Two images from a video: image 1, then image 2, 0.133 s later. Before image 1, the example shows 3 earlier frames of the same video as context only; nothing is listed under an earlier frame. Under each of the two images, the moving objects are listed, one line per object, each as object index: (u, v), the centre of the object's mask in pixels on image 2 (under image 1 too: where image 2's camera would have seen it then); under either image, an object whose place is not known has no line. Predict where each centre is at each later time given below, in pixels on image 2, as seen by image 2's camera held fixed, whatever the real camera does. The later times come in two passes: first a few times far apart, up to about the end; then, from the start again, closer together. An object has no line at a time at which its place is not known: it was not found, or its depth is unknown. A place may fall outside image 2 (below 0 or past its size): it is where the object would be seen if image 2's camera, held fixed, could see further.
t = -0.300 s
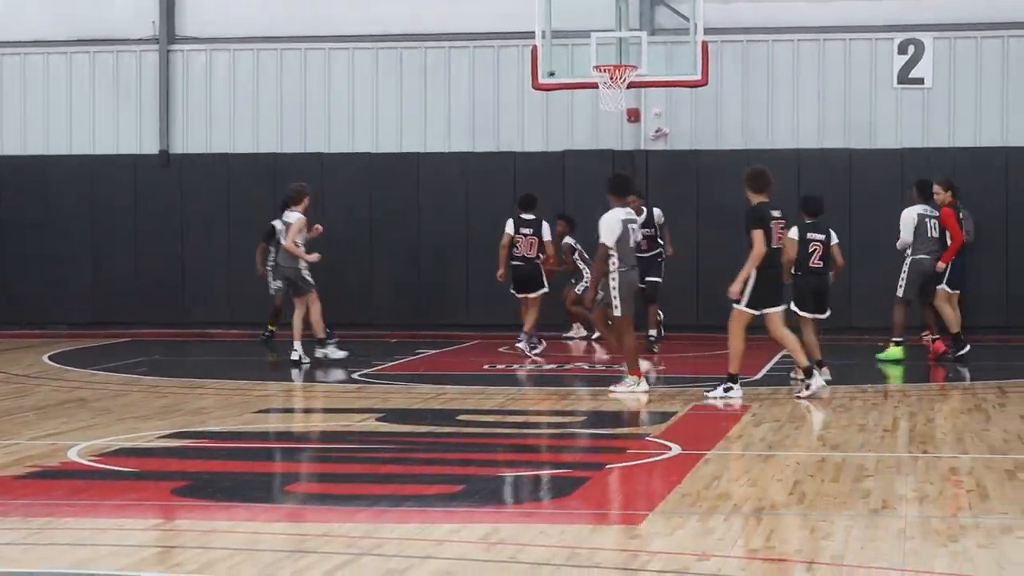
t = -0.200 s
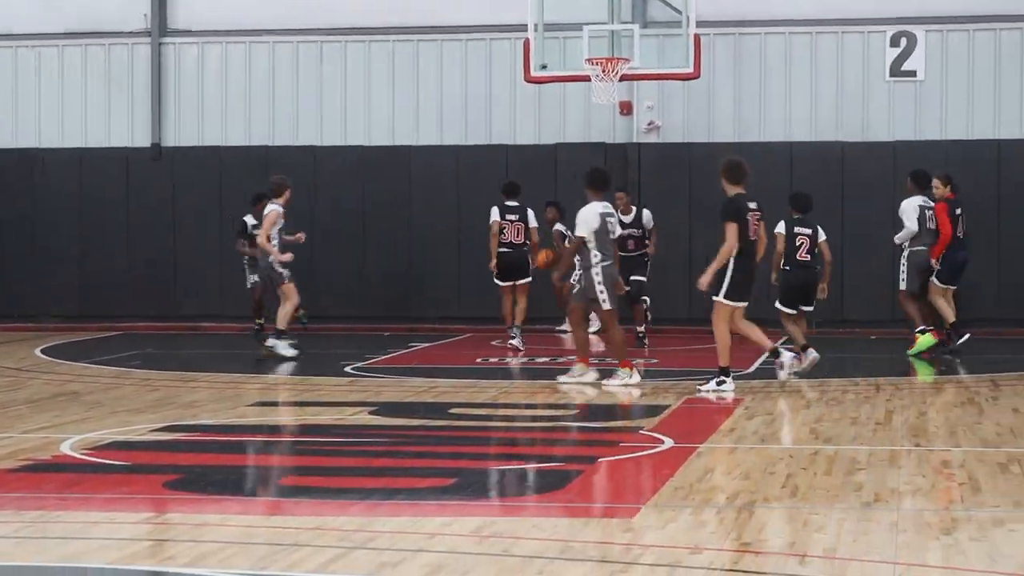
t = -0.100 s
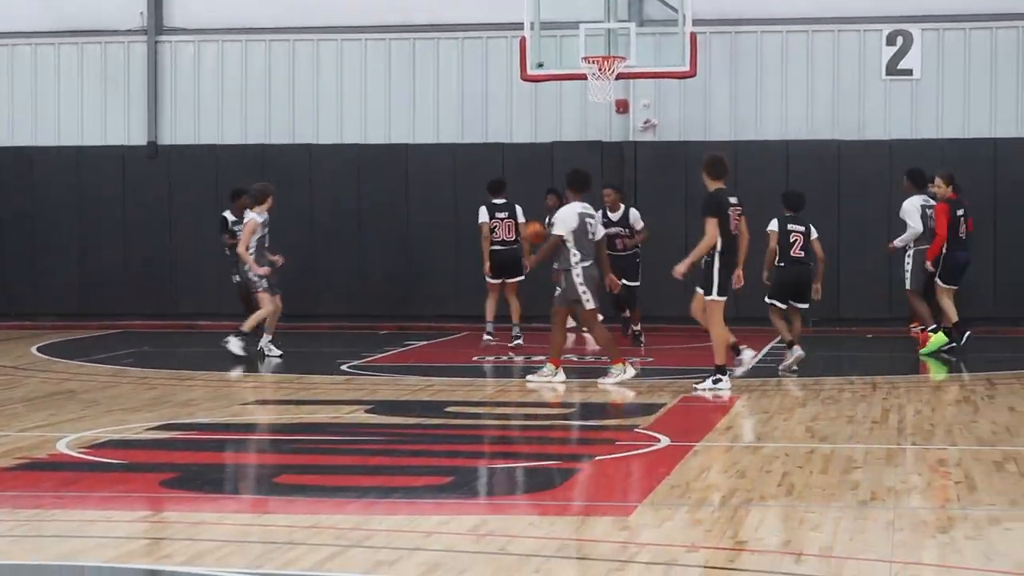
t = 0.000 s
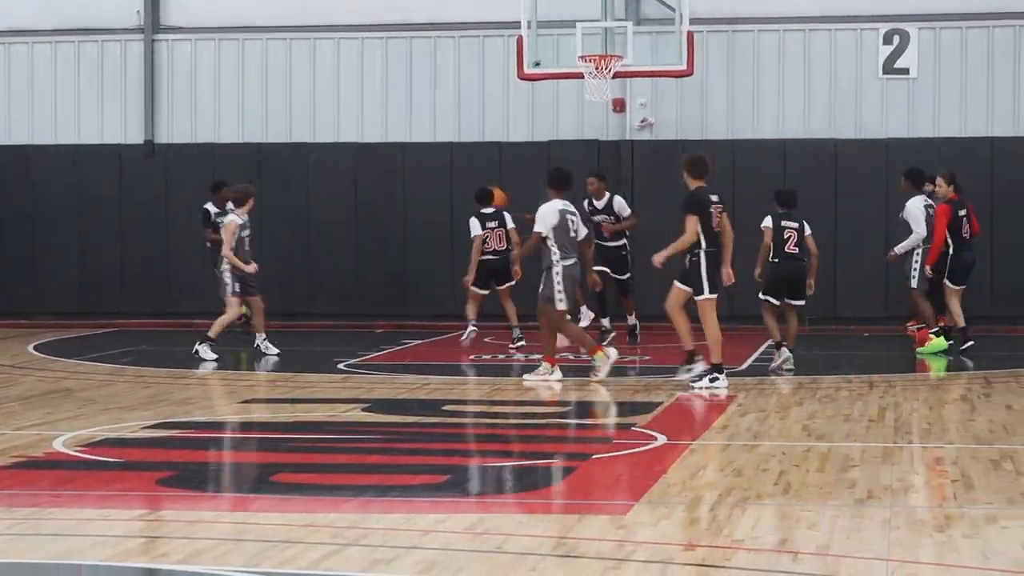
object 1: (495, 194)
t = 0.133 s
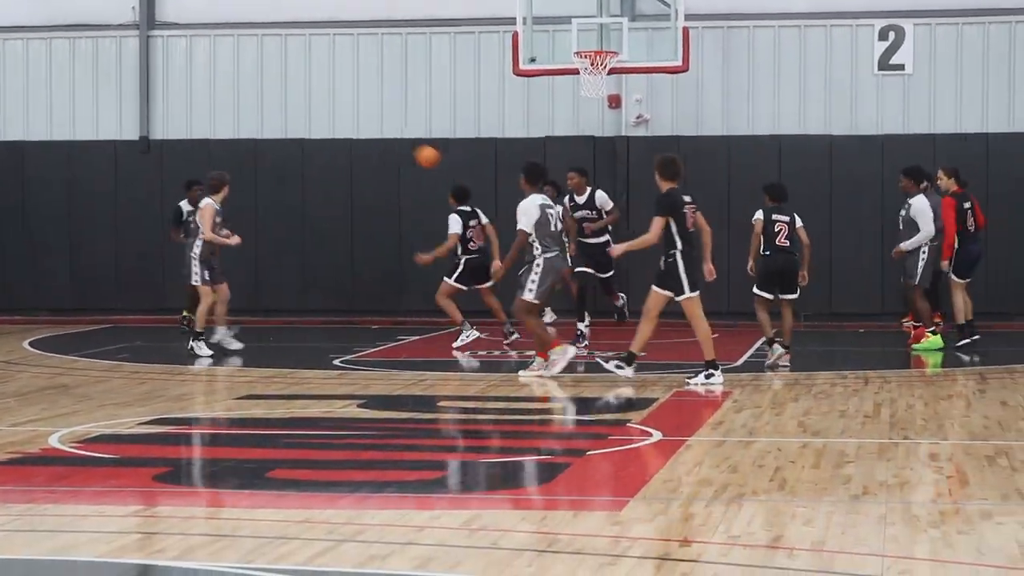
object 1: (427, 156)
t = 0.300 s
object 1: (343, 128)
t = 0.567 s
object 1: (192, 128)
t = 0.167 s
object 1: (411, 149)
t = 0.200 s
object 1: (394, 143)
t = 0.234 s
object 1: (378, 138)
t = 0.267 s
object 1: (360, 132)
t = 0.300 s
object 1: (343, 128)
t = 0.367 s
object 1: (307, 122)
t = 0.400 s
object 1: (289, 121)
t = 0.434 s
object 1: (269, 120)
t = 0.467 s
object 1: (251, 120)
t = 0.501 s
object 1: (232, 122)
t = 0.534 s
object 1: (212, 124)
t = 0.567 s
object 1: (192, 128)
